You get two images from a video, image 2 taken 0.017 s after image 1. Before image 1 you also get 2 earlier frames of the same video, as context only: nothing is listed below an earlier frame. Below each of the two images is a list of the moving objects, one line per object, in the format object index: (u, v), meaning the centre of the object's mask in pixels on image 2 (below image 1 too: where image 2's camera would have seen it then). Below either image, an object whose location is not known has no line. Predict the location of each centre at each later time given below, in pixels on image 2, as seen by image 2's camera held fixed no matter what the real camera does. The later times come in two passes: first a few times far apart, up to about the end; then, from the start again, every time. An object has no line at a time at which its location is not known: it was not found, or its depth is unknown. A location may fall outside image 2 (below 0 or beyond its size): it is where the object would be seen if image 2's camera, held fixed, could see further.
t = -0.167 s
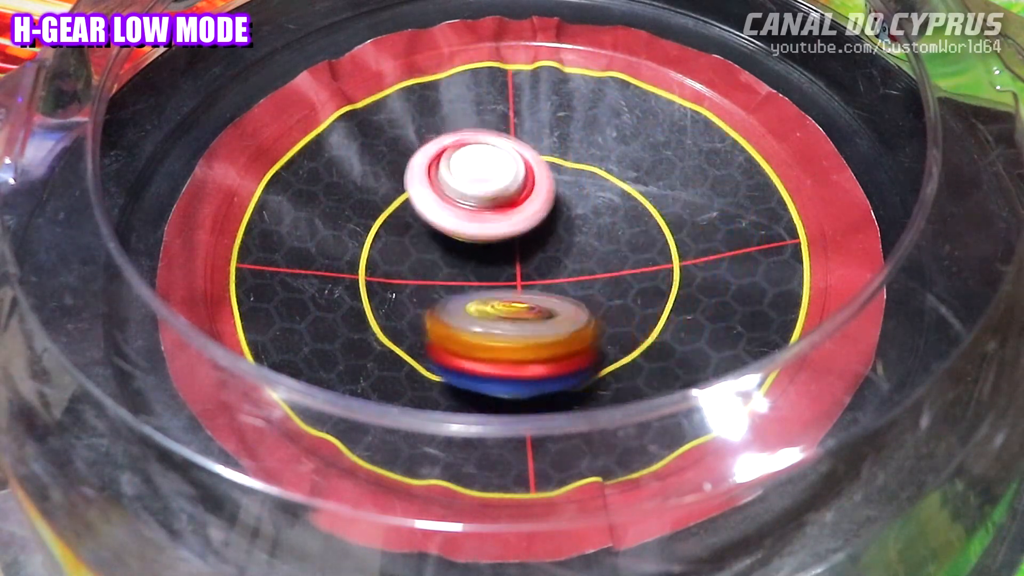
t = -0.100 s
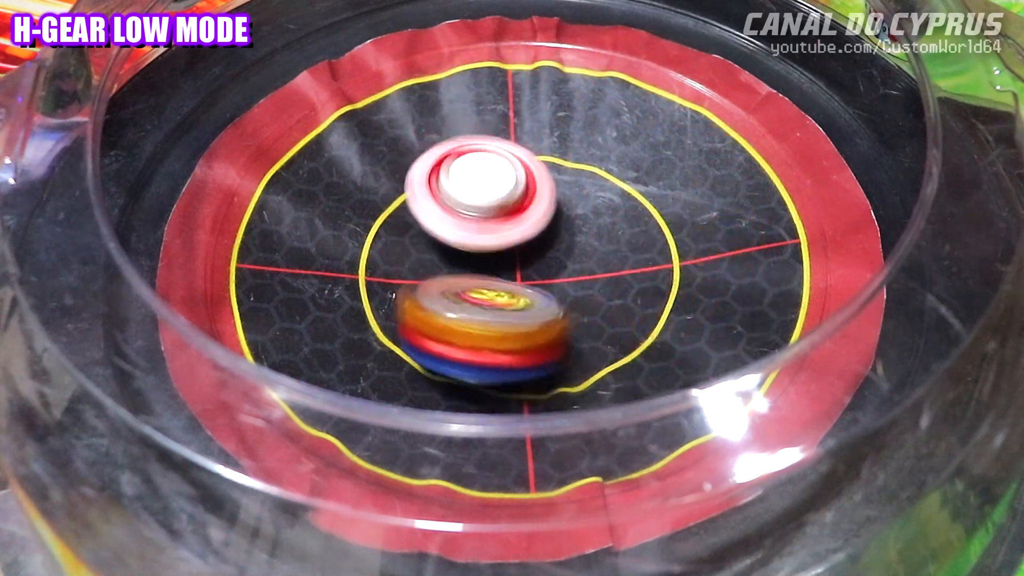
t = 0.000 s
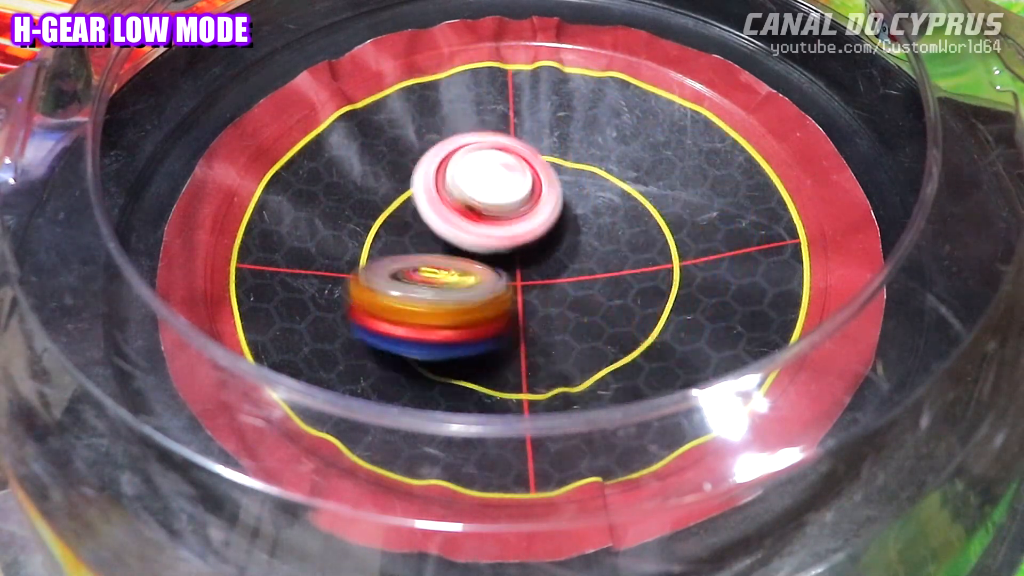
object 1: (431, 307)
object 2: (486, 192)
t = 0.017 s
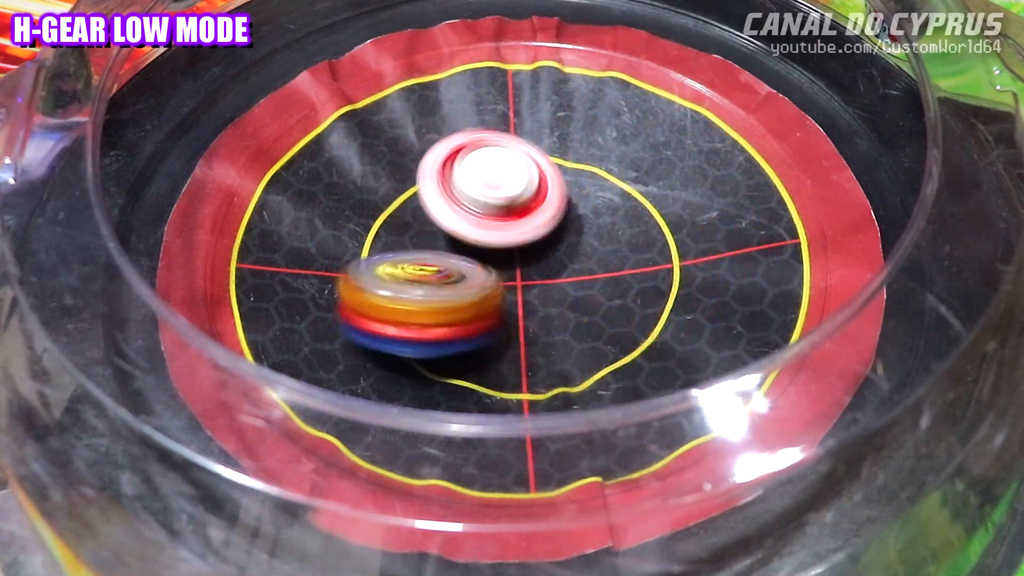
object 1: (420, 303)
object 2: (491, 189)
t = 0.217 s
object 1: (348, 291)
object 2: (505, 192)
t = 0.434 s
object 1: (325, 284)
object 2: (510, 207)
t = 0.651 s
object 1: (361, 266)
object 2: (512, 221)
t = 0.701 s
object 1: (370, 265)
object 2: (517, 223)
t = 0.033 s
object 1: (410, 301)
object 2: (495, 186)
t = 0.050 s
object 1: (400, 299)
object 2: (498, 185)
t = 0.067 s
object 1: (390, 296)
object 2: (501, 185)
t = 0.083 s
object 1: (381, 295)
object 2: (503, 185)
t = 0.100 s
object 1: (374, 293)
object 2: (503, 186)
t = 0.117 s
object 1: (367, 292)
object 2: (504, 187)
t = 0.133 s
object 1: (361, 291)
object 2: (505, 188)
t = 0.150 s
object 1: (356, 290)
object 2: (504, 189)
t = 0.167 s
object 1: (353, 290)
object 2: (504, 190)
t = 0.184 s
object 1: (351, 290)
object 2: (505, 191)
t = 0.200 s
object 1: (348, 291)
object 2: (505, 192)
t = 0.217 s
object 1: (348, 291)
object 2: (505, 192)
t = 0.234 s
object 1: (347, 292)
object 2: (506, 195)
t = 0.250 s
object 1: (345, 292)
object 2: (506, 195)
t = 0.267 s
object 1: (343, 293)
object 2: (507, 196)
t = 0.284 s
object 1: (339, 293)
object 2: (507, 198)
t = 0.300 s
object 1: (336, 292)
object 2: (507, 198)
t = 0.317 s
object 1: (334, 292)
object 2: (508, 199)
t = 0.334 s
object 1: (332, 292)
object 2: (508, 201)
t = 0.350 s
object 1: (329, 291)
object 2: (508, 202)
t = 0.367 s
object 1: (327, 289)
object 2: (510, 203)
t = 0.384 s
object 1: (326, 289)
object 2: (509, 204)
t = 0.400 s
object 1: (325, 287)
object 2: (510, 205)
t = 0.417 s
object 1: (324, 286)
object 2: (511, 206)
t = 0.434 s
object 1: (325, 284)
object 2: (510, 207)
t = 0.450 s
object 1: (324, 283)
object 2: (511, 208)
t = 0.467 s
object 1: (325, 281)
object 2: (512, 209)
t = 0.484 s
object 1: (327, 278)
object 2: (511, 210)
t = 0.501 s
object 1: (328, 278)
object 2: (511, 211)
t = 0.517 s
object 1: (330, 276)
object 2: (511, 213)
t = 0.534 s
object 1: (333, 274)
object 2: (511, 213)
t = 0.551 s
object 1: (336, 272)
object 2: (512, 214)
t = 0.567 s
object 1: (338, 272)
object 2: (511, 216)
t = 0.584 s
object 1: (343, 269)
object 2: (511, 216)
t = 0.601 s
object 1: (347, 268)
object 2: (512, 217)
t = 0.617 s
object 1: (351, 267)
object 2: (511, 219)
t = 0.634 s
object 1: (356, 266)
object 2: (511, 219)
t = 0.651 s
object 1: (361, 266)
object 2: (512, 221)
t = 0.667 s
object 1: (366, 266)
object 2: (511, 222)
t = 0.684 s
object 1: (370, 266)
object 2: (511, 222)
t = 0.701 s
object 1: (370, 265)
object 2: (517, 223)
